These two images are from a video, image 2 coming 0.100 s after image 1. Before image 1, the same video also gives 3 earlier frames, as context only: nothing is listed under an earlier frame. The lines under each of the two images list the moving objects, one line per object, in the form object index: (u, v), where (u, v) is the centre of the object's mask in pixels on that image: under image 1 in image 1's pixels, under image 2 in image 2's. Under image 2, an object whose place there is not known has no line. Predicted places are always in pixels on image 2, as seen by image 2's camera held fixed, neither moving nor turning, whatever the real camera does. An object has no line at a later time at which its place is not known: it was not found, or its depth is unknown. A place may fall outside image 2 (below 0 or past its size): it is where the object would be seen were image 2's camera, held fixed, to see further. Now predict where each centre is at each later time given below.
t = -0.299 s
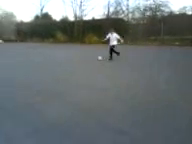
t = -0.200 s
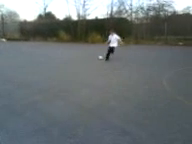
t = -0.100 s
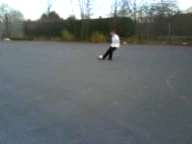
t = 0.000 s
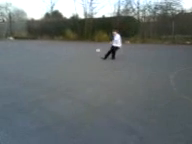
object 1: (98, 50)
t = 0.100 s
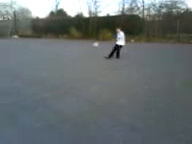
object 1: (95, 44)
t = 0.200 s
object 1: (88, 40)
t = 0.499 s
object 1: (55, 36)
